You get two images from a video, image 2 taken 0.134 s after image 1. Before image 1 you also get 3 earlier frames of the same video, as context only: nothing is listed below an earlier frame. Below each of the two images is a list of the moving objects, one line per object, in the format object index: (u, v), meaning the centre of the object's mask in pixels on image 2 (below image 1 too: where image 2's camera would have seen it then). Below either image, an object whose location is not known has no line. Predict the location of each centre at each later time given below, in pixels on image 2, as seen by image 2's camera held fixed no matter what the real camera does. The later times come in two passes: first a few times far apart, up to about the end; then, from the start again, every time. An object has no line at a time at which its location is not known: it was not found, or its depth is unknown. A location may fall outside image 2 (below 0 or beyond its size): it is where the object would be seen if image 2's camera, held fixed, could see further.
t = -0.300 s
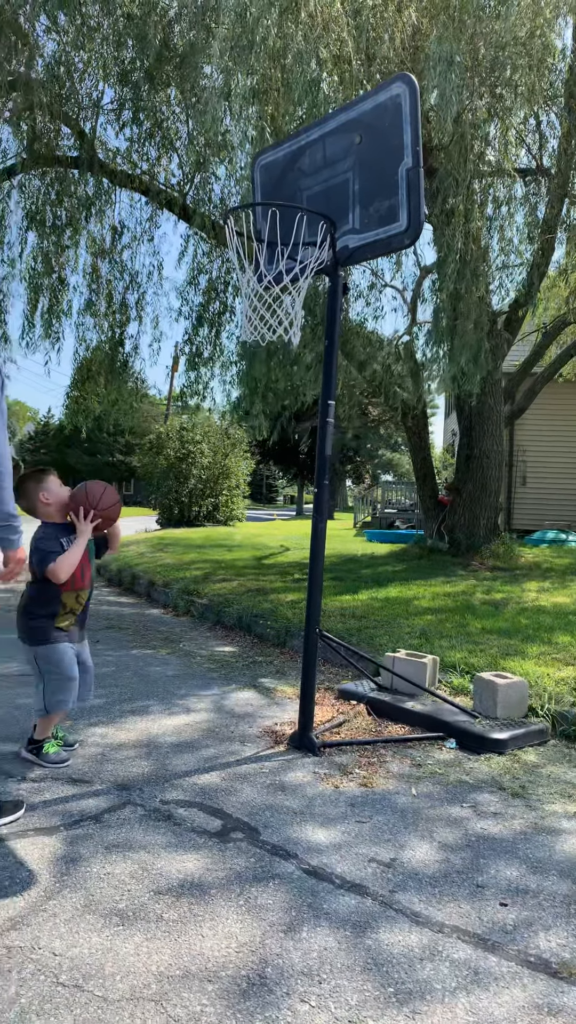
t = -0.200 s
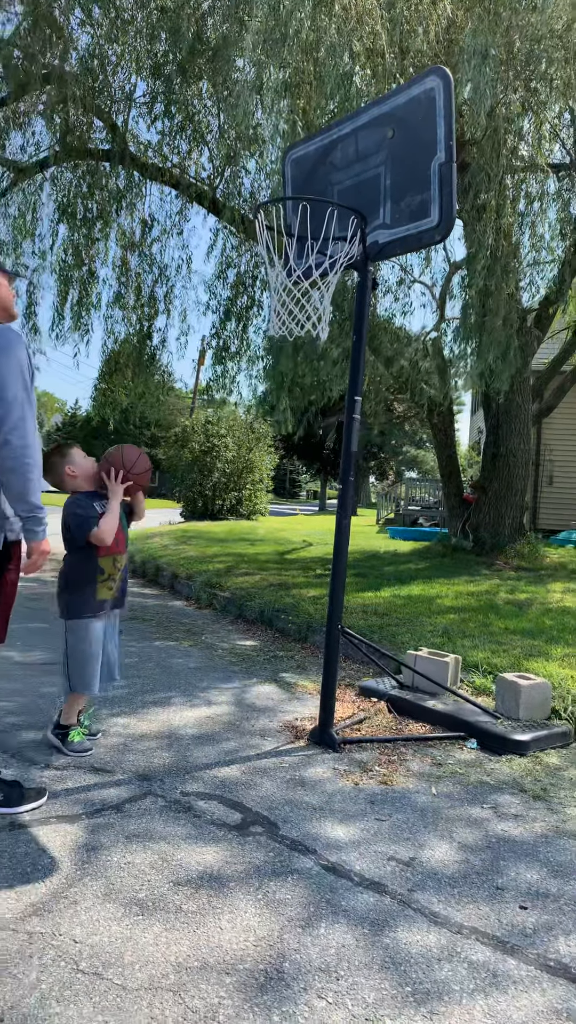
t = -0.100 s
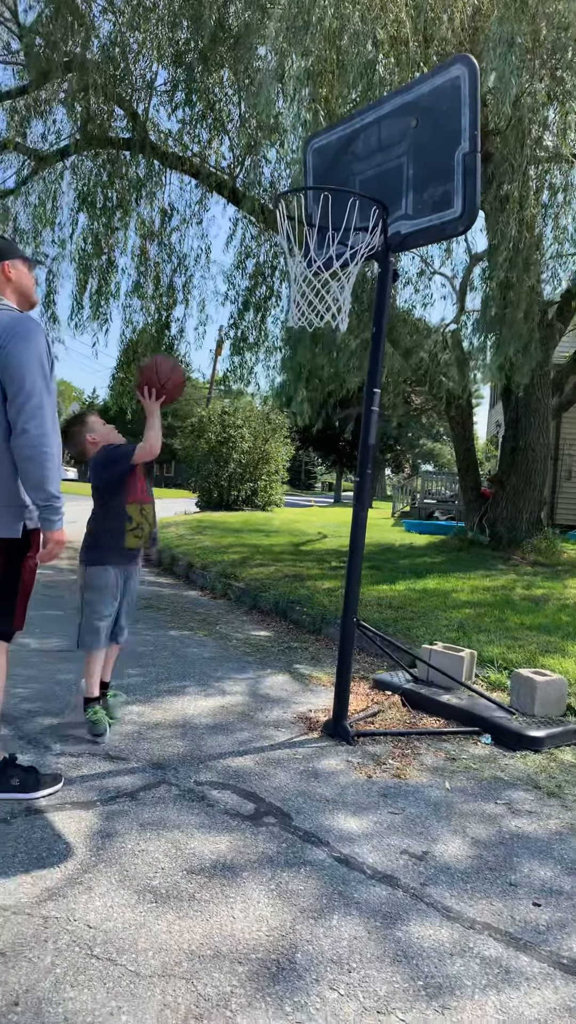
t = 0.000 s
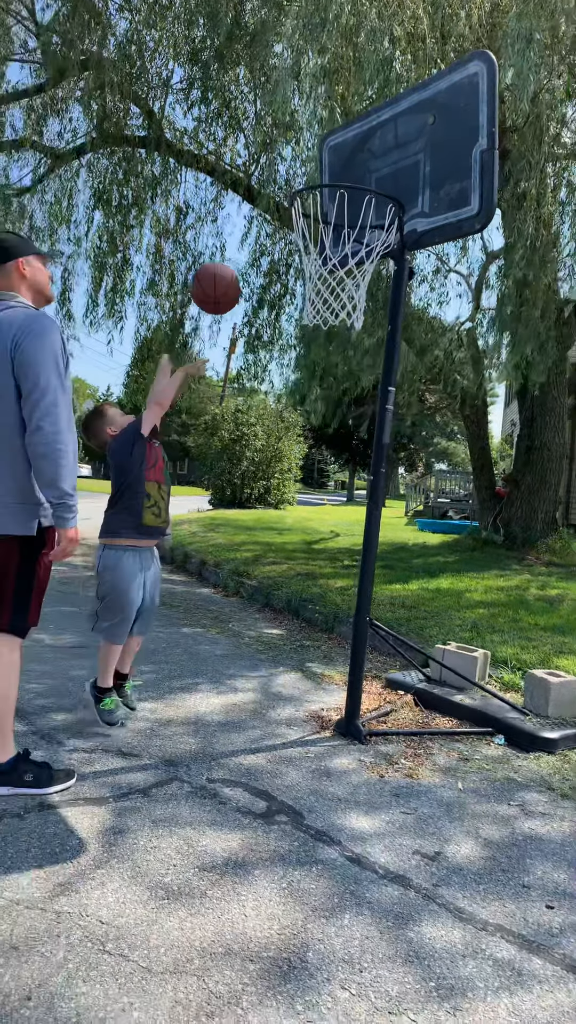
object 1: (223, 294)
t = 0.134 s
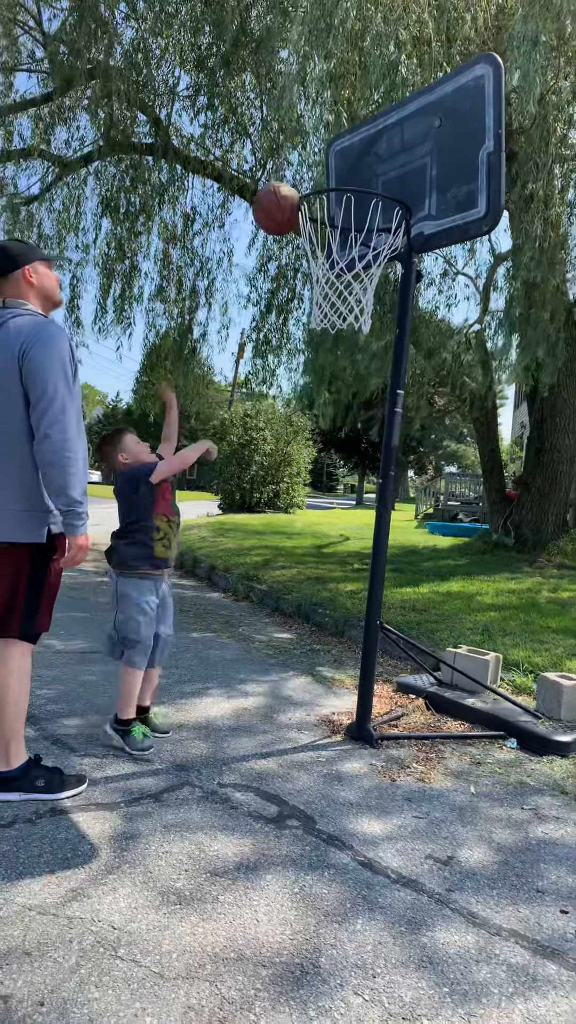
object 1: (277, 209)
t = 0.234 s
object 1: (278, 193)
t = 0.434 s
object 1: (275, 222)
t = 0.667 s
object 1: (261, 359)
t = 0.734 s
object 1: (256, 415)
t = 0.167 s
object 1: (278, 200)
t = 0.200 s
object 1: (278, 195)
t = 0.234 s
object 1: (278, 193)
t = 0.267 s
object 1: (278, 193)
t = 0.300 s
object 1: (278, 194)
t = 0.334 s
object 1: (277, 197)
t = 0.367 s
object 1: (276, 203)
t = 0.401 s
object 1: (276, 213)
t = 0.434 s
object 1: (275, 222)
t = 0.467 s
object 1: (272, 236)
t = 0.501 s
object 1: (271, 252)
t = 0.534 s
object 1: (270, 270)
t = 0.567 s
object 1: (268, 289)
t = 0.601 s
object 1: (266, 310)
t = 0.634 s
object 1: (263, 334)
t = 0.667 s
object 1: (261, 359)
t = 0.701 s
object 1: (258, 386)
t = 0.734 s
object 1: (256, 415)
